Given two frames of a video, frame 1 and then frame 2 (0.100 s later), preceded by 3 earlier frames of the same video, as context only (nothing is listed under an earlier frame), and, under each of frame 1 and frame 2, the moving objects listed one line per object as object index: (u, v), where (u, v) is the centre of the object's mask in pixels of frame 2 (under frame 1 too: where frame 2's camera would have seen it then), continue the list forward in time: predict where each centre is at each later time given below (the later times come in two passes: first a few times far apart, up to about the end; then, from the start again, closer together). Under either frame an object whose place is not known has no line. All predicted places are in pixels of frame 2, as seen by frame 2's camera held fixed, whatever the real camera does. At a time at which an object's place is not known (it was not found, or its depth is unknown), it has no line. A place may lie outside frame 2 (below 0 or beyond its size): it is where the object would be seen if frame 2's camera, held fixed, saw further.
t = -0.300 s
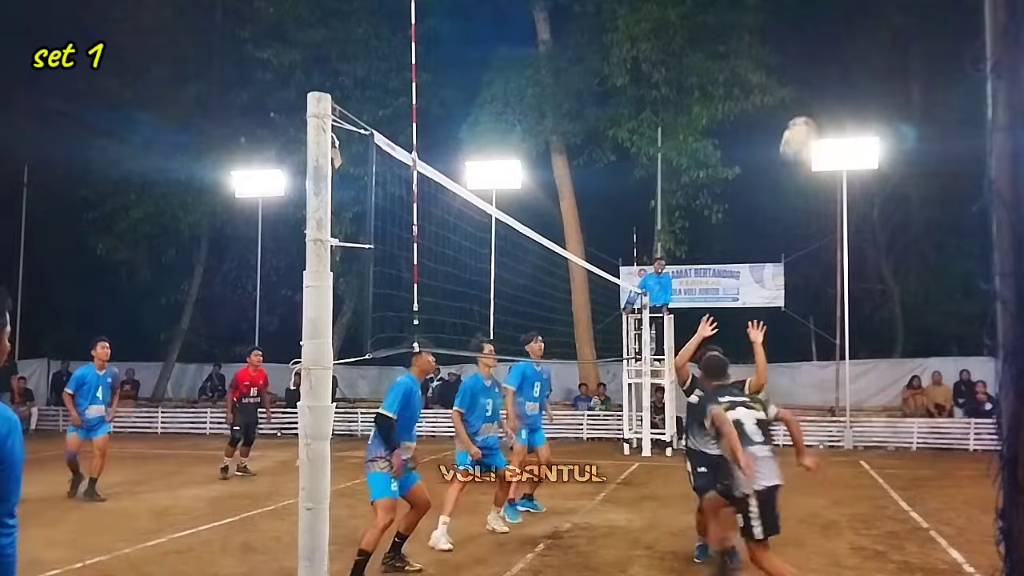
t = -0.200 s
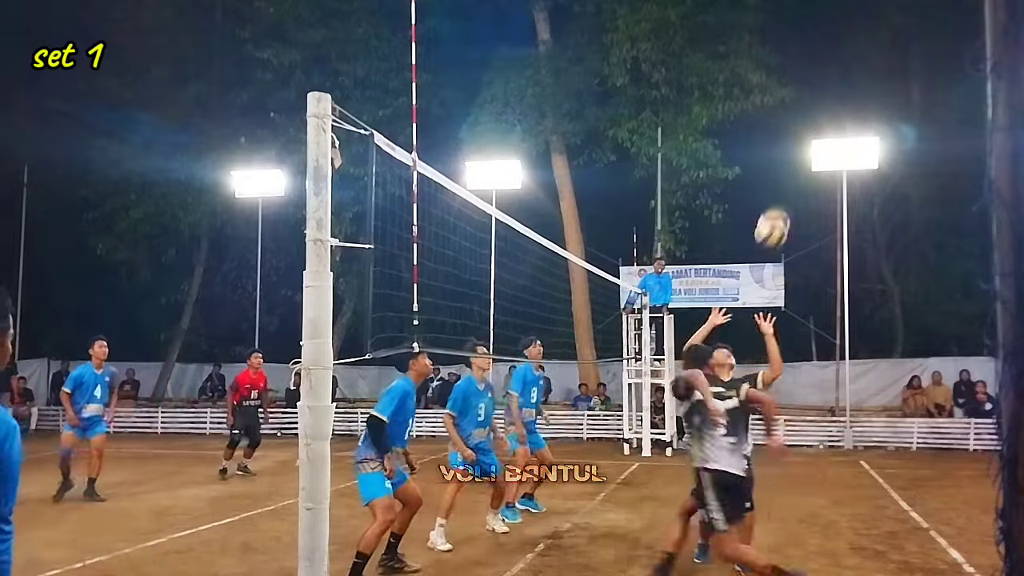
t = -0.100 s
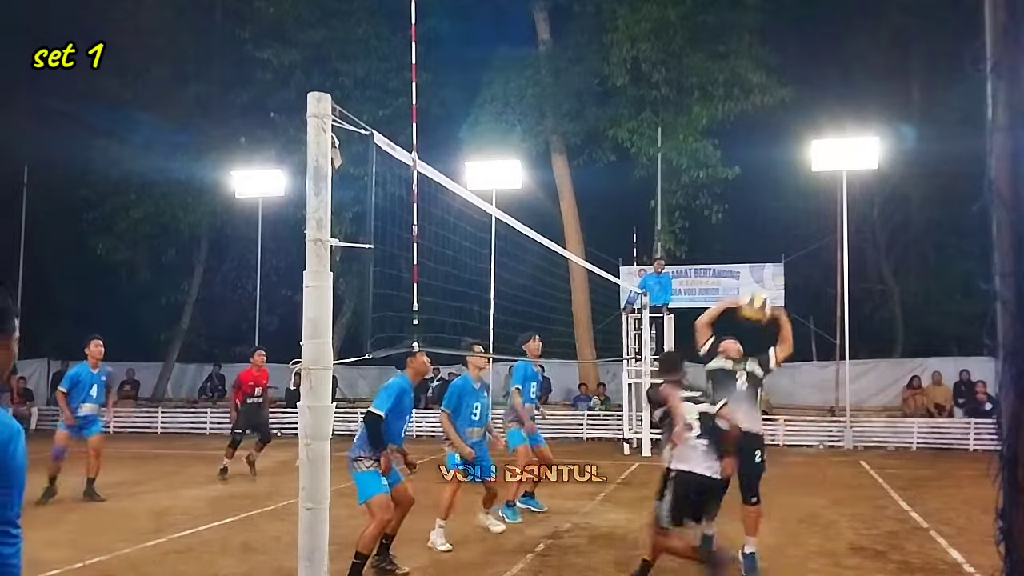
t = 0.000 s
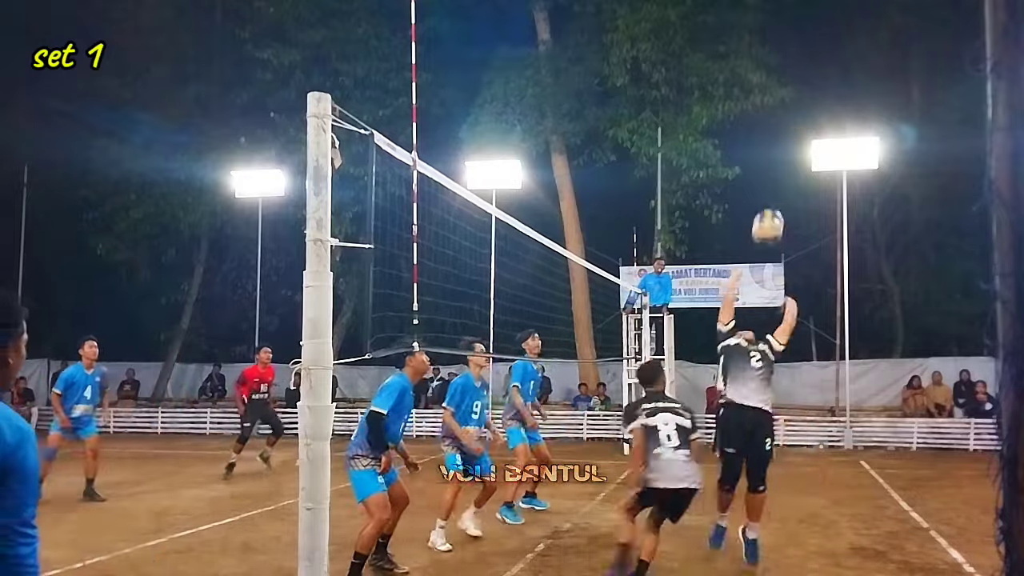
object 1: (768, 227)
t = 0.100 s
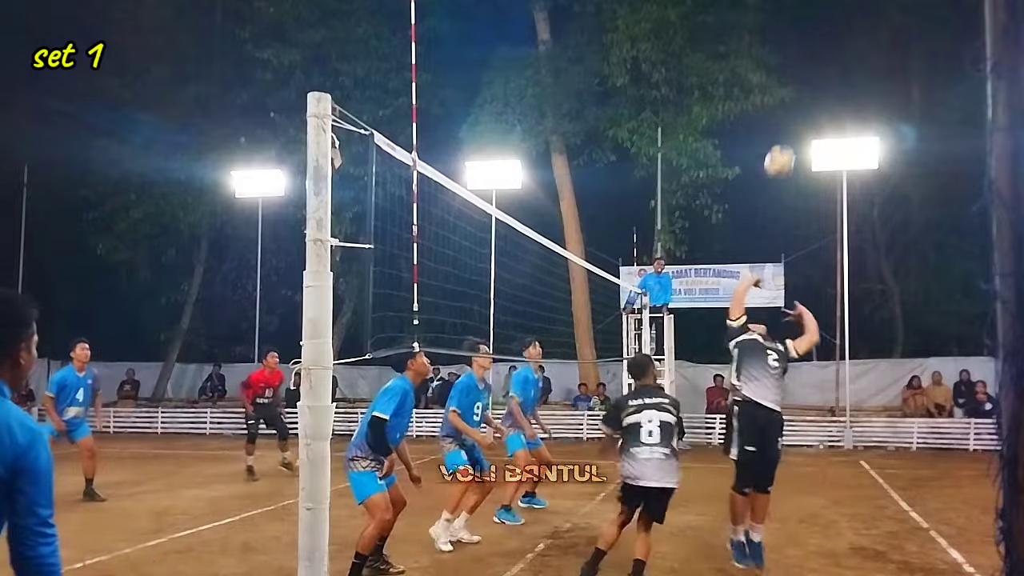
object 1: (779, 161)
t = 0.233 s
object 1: (794, 101)
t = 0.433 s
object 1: (813, 57)
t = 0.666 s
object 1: (831, 60)
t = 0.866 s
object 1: (845, 103)
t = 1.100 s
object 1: (861, 190)
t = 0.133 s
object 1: (783, 144)
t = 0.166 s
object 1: (787, 129)
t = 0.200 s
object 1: (790, 114)
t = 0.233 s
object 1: (794, 101)
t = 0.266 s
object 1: (797, 91)
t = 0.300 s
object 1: (800, 81)
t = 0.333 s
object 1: (804, 73)
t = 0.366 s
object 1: (807, 66)
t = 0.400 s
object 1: (809, 61)
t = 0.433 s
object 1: (813, 57)
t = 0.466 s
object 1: (815, 54)
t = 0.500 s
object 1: (818, 52)
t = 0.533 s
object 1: (821, 52)
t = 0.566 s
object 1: (823, 52)
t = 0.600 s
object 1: (826, 54)
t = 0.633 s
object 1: (828, 57)
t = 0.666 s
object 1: (831, 60)
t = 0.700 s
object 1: (833, 65)
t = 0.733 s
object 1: (836, 71)
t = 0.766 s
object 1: (838, 78)
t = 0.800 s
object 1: (840, 86)
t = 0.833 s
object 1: (843, 94)
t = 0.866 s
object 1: (845, 103)
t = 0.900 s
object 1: (848, 115)
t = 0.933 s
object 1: (850, 121)
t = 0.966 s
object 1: (853, 129)
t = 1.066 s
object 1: (859, 177)
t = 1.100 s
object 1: (861, 190)
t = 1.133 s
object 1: (863, 204)
